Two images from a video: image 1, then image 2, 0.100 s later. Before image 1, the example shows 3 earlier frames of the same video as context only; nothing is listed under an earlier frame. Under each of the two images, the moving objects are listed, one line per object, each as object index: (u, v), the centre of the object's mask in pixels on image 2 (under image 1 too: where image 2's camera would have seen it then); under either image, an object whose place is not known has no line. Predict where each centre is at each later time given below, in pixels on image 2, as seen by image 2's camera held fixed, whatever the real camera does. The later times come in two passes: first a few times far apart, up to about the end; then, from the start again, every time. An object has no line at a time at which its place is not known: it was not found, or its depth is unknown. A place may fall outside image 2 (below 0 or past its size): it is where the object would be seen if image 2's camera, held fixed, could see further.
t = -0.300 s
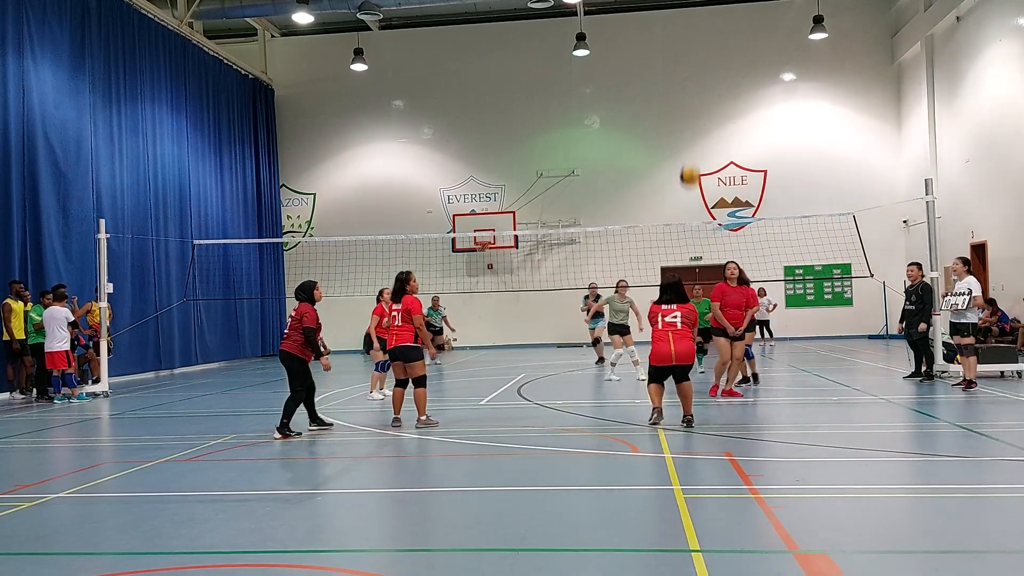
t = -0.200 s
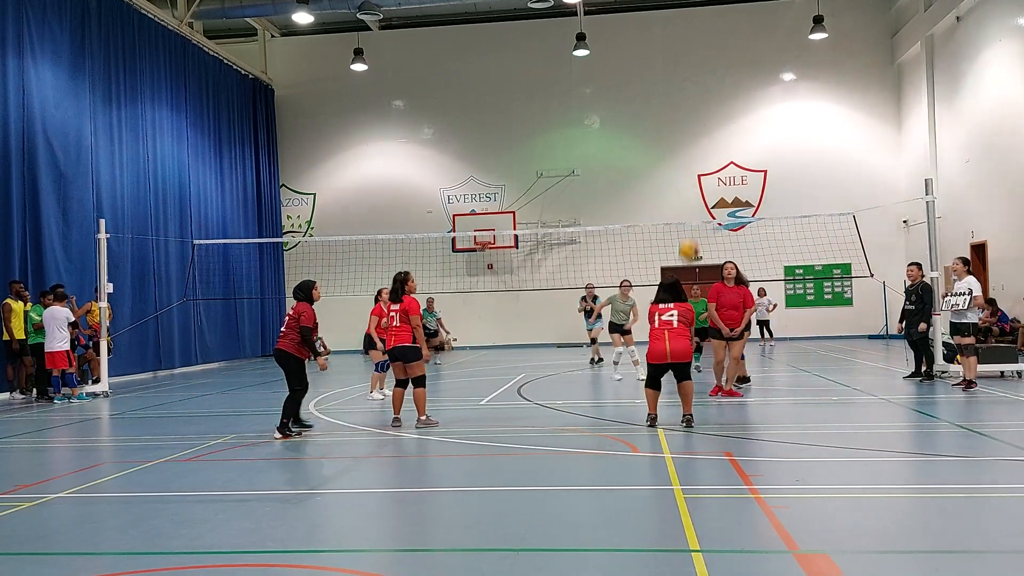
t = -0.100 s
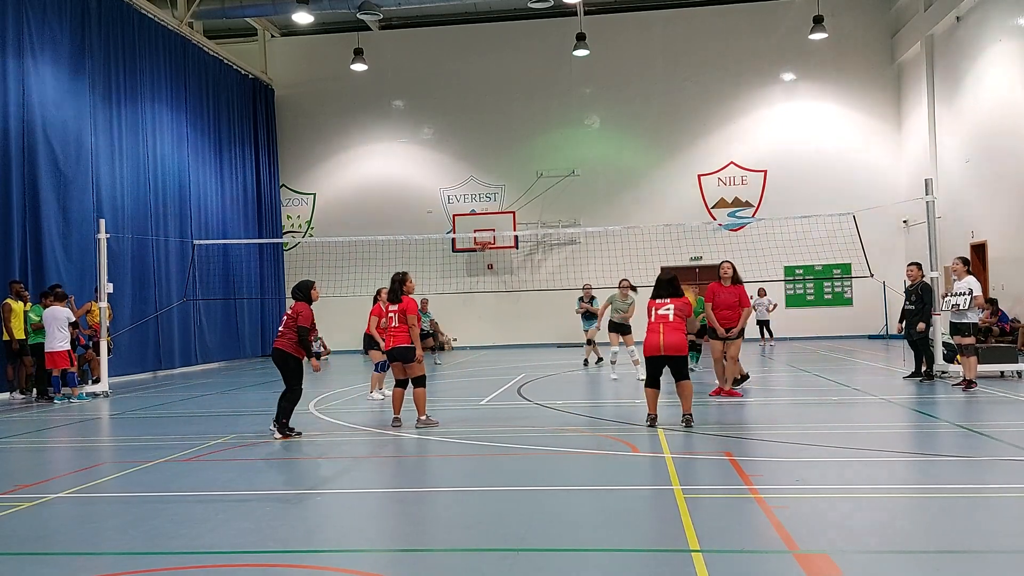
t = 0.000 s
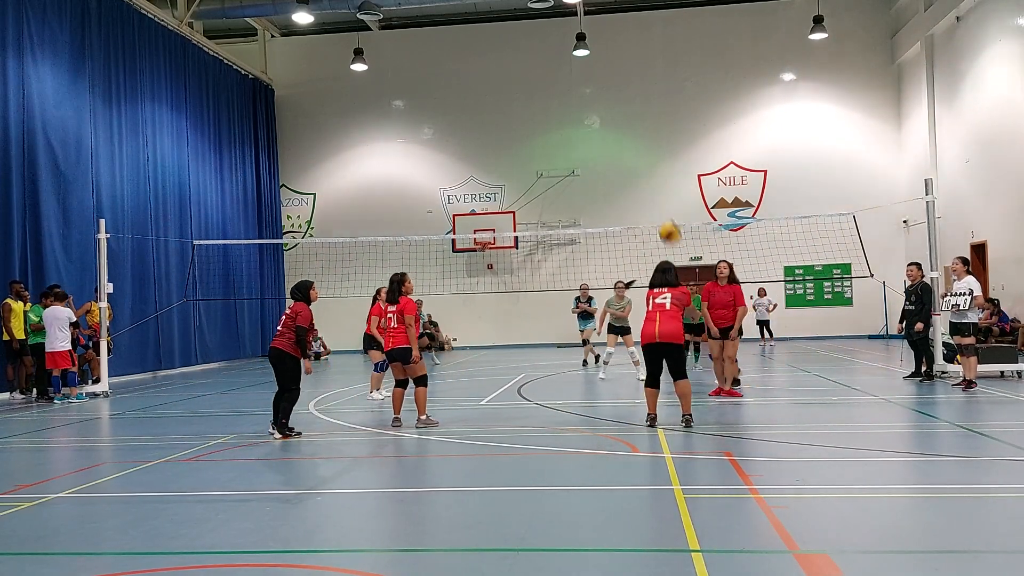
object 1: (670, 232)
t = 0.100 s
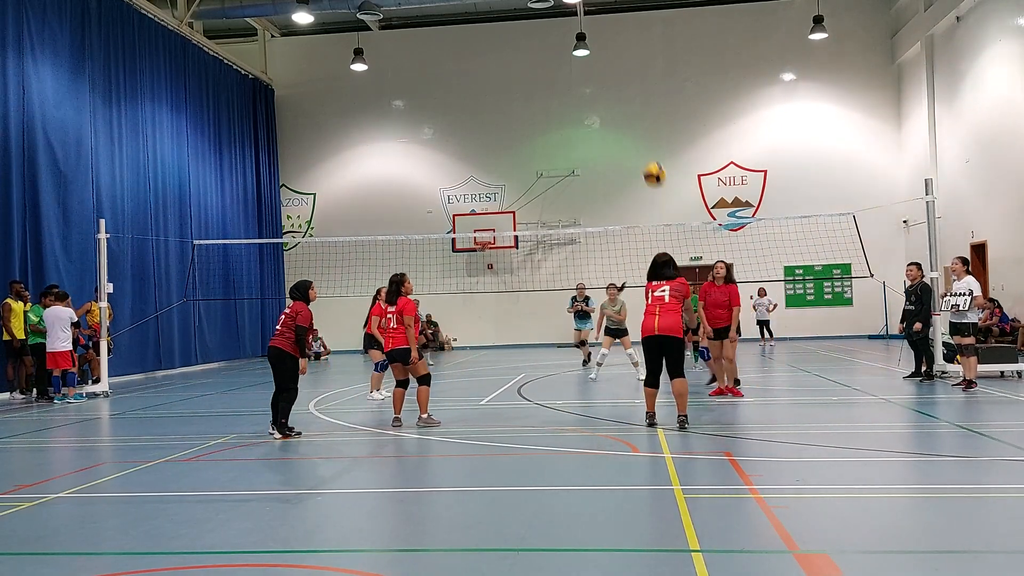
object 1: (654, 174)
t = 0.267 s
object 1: (630, 101)
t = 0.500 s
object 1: (598, 44)
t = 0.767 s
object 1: (562, 47)
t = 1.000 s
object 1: (534, 109)
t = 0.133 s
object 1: (649, 158)
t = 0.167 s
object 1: (645, 142)
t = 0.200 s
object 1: (640, 127)
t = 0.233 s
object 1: (635, 113)
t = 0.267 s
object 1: (630, 101)
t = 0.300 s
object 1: (625, 90)
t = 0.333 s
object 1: (620, 79)
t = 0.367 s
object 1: (616, 70)
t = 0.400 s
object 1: (611, 62)
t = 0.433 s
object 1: (606, 55)
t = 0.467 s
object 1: (602, 49)
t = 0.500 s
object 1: (598, 44)
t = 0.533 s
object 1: (593, 41)
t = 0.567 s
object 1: (588, 39)
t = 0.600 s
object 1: (584, 37)
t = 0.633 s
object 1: (579, 37)
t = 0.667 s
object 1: (575, 38)
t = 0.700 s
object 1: (571, 40)
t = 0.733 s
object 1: (566, 43)
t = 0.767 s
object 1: (562, 47)
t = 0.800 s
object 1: (558, 52)
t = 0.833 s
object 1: (554, 59)
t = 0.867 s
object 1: (551, 67)
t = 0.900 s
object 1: (546, 75)
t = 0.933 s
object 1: (542, 85)
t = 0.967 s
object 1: (538, 96)
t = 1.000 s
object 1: (534, 109)
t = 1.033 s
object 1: (530, 122)
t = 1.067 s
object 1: (527, 138)
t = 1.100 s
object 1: (523, 153)
